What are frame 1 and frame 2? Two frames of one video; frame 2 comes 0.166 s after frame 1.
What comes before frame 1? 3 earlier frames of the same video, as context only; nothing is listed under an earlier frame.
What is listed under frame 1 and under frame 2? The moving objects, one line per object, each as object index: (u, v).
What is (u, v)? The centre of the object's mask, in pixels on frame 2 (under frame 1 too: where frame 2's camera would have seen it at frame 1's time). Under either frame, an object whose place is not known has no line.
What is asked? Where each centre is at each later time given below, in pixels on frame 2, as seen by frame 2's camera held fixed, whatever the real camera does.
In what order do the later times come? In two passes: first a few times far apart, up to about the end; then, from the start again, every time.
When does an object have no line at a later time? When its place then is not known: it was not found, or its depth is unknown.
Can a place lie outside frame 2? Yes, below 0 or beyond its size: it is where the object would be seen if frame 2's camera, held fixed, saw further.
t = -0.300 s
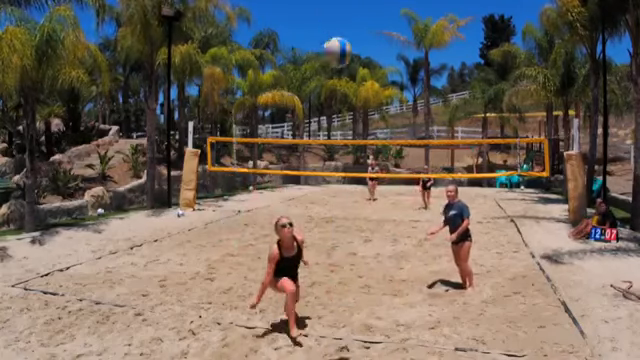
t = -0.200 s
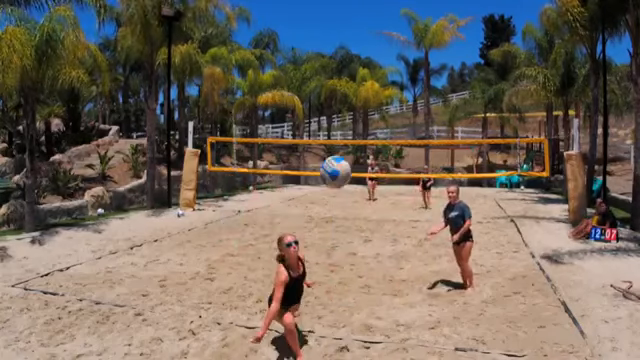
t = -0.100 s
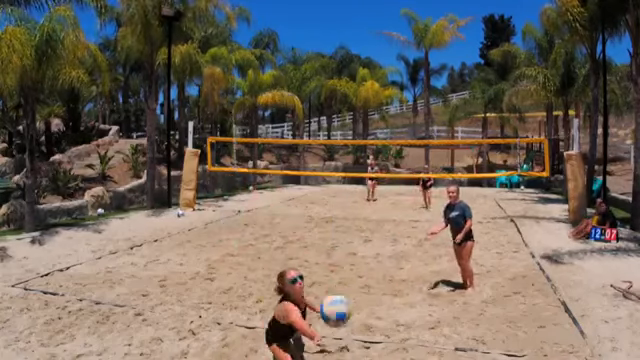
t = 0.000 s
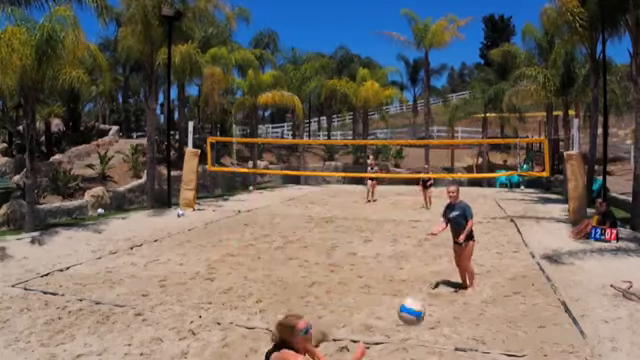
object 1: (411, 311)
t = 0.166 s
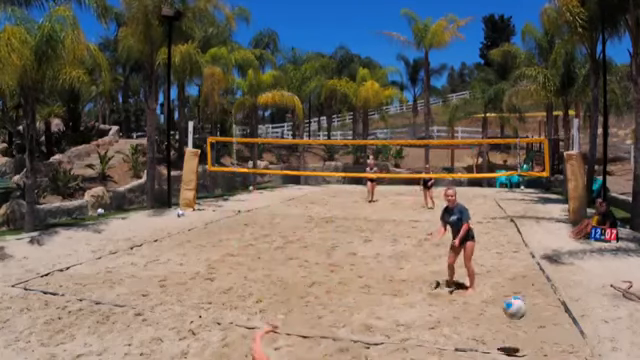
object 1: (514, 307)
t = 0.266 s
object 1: (558, 318)
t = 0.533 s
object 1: (602, 263)
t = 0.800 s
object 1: (625, 248)
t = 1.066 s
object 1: (636, 265)
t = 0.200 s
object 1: (530, 310)
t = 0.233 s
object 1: (545, 313)
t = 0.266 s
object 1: (558, 318)
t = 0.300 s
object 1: (570, 324)
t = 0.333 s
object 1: (577, 315)
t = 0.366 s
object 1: (582, 303)
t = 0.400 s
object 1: (586, 293)
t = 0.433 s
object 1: (591, 283)
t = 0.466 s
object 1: (594, 276)
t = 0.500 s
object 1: (599, 268)
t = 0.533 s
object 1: (602, 263)
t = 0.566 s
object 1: (605, 257)
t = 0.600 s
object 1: (609, 253)
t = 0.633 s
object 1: (612, 250)
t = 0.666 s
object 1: (615, 248)
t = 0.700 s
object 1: (617, 247)
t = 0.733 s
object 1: (620, 246)
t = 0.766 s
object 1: (623, 247)
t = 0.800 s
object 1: (625, 248)
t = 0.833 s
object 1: (626, 250)
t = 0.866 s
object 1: (628, 253)
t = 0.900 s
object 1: (630, 257)
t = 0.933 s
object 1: (632, 261)
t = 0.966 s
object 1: (633, 265)
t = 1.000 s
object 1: (634, 270)
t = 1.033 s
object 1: (635, 268)
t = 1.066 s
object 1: (636, 265)
